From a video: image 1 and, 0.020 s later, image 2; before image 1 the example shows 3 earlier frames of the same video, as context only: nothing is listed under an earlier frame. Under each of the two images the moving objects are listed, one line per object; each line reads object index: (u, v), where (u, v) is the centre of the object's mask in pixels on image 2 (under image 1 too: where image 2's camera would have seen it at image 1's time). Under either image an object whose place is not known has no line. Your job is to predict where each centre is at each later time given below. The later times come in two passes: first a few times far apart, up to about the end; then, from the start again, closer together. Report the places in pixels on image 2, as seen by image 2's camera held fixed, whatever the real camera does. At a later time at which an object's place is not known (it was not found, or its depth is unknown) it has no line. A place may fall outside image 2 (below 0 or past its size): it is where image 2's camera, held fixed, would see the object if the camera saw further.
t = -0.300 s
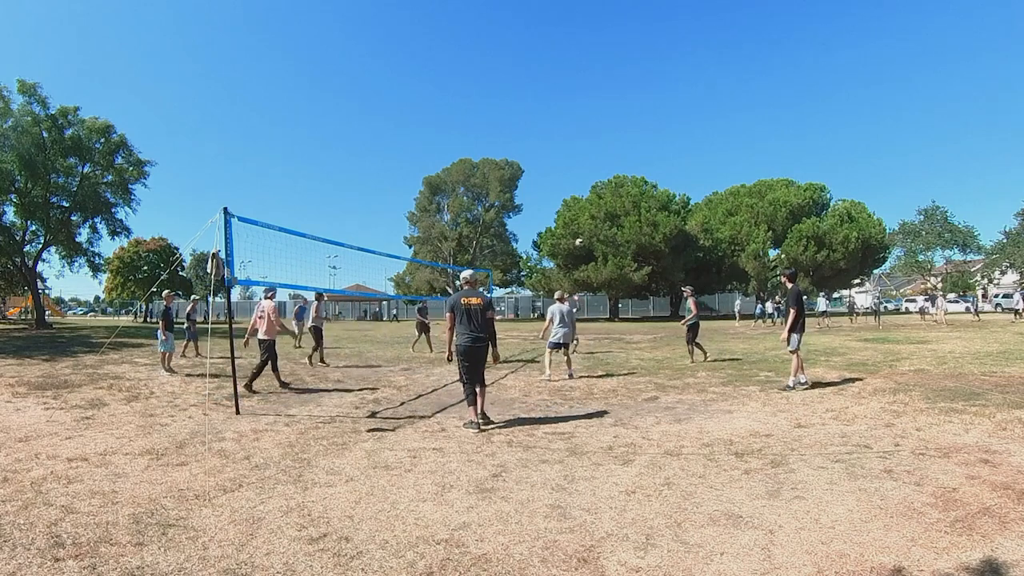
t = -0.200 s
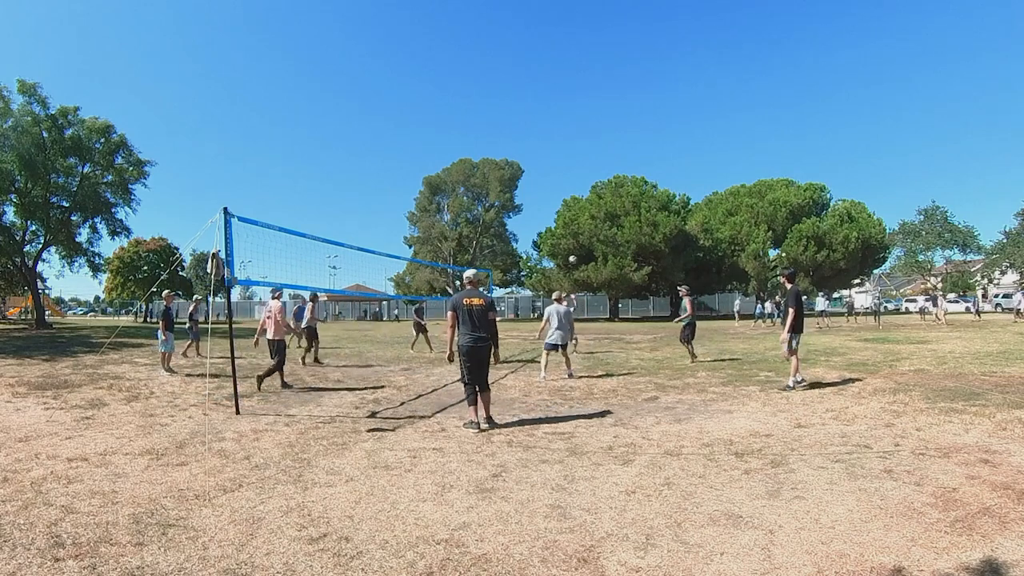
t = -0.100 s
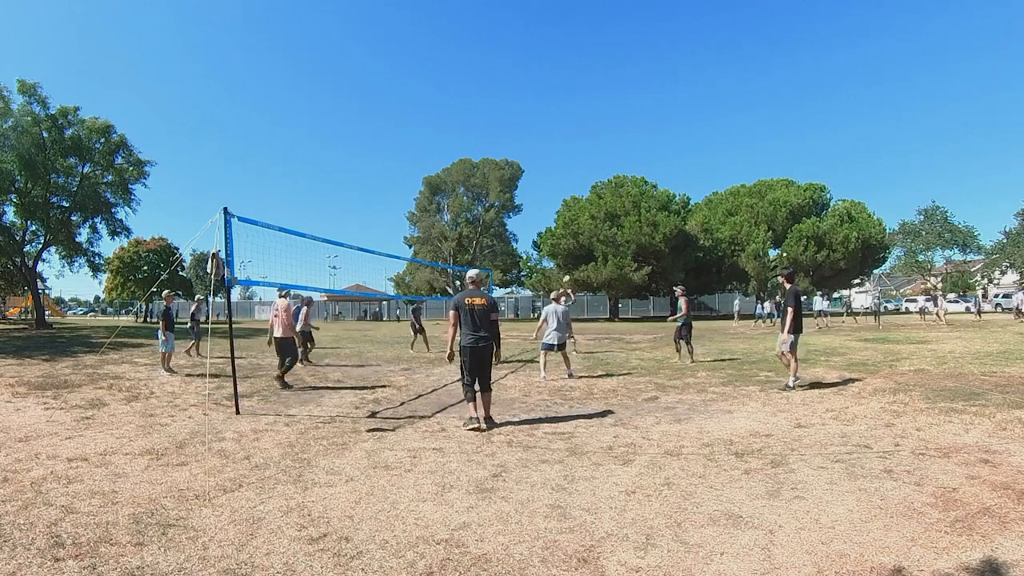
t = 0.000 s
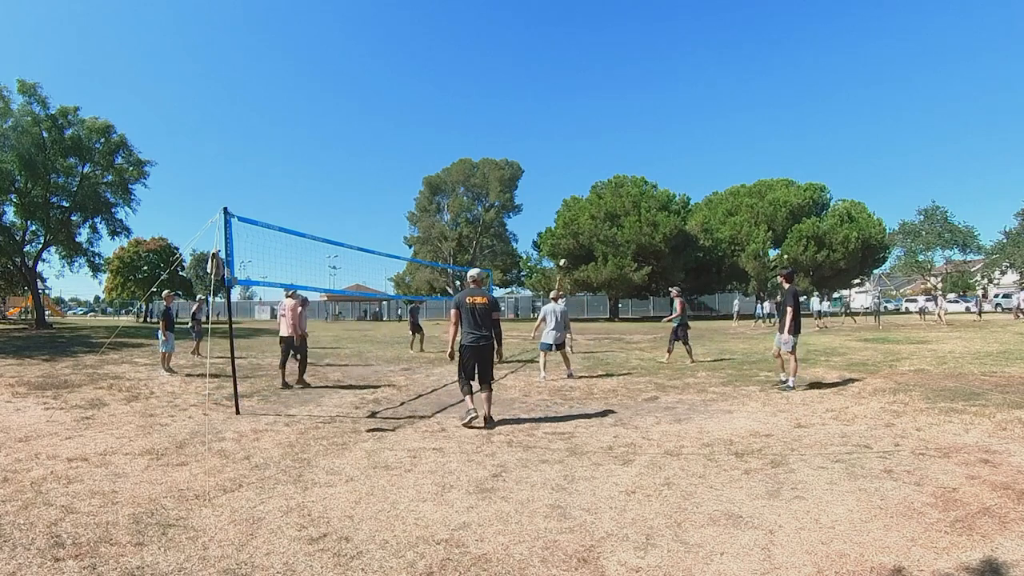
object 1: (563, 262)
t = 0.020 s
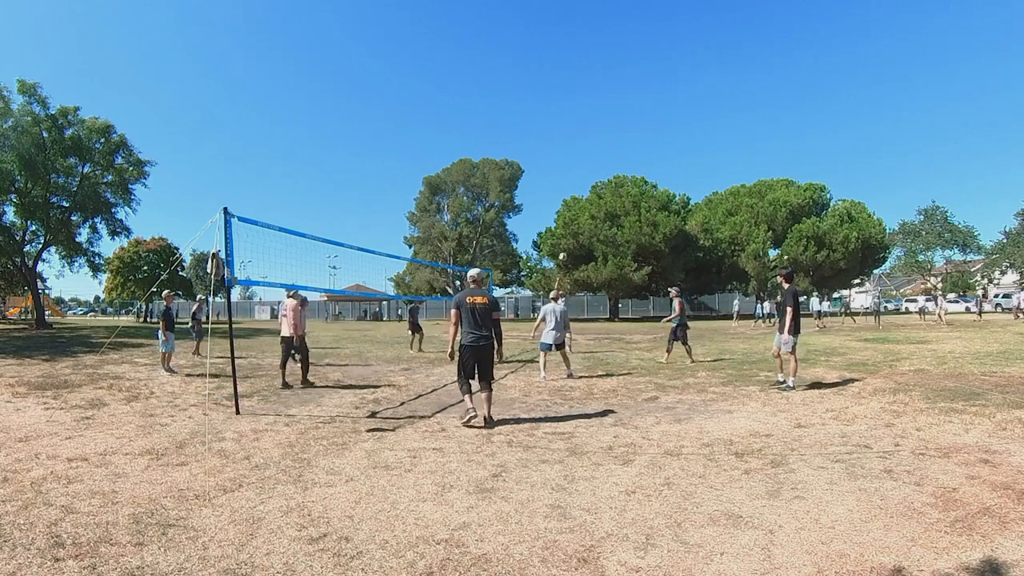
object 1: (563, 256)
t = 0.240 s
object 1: (558, 197)
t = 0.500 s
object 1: (552, 150)
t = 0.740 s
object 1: (546, 128)
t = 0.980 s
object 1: (542, 128)
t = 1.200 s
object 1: (539, 149)
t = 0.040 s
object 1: (561, 250)
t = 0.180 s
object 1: (558, 210)
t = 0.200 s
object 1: (557, 205)
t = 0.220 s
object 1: (558, 202)
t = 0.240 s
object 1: (558, 197)
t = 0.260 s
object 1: (557, 193)
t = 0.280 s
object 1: (557, 188)
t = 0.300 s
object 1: (557, 184)
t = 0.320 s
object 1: (556, 180)
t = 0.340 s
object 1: (555, 176)
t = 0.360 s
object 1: (555, 172)
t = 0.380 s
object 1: (555, 168)
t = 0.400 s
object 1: (554, 165)
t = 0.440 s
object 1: (553, 159)
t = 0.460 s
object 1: (553, 155)
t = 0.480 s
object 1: (552, 153)
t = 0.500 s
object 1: (552, 150)
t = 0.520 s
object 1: (551, 147)
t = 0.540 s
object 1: (551, 145)
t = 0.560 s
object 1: (550, 142)
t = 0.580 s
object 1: (549, 140)
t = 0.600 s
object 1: (549, 138)
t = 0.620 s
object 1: (549, 137)
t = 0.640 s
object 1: (548, 135)
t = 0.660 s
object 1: (548, 133)
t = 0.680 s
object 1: (547, 132)
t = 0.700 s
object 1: (547, 130)
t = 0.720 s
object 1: (546, 129)
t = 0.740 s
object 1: (546, 128)
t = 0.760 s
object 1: (545, 126)
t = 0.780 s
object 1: (545, 126)
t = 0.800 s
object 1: (545, 126)
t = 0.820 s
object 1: (544, 126)
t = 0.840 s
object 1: (544, 126)
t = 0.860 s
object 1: (544, 126)
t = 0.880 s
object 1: (544, 126)
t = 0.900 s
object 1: (543, 126)
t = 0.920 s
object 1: (543, 126)
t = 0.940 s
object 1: (543, 127)
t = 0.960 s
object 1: (542, 128)
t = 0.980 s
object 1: (542, 128)
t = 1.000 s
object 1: (542, 129)
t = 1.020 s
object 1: (542, 130)
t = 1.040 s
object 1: (541, 132)
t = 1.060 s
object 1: (541, 133)
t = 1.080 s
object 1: (541, 135)
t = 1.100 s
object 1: (541, 137)
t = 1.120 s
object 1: (540, 139)
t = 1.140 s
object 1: (540, 141)
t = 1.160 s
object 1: (540, 143)
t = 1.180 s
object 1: (540, 146)
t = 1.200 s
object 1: (539, 149)
